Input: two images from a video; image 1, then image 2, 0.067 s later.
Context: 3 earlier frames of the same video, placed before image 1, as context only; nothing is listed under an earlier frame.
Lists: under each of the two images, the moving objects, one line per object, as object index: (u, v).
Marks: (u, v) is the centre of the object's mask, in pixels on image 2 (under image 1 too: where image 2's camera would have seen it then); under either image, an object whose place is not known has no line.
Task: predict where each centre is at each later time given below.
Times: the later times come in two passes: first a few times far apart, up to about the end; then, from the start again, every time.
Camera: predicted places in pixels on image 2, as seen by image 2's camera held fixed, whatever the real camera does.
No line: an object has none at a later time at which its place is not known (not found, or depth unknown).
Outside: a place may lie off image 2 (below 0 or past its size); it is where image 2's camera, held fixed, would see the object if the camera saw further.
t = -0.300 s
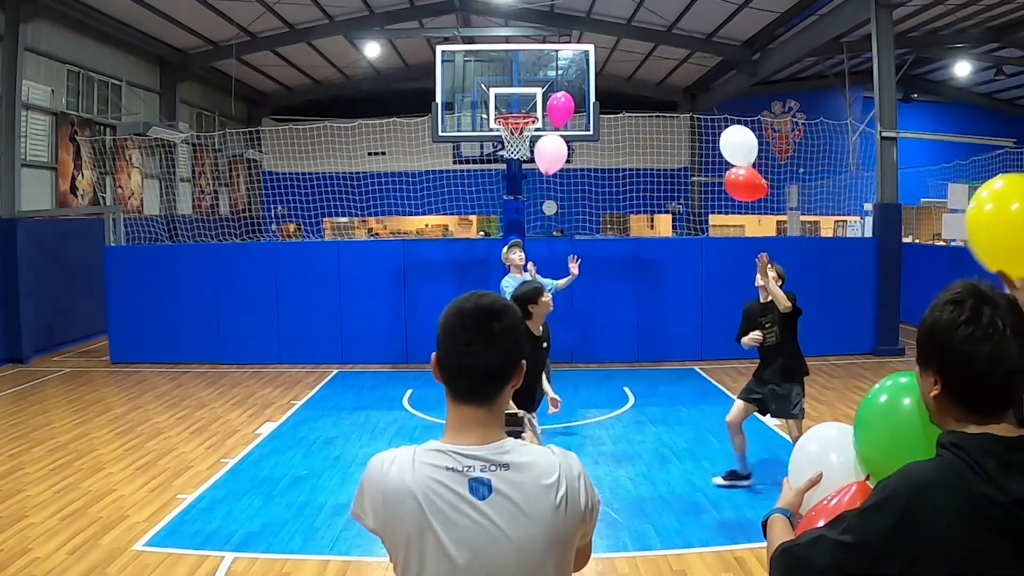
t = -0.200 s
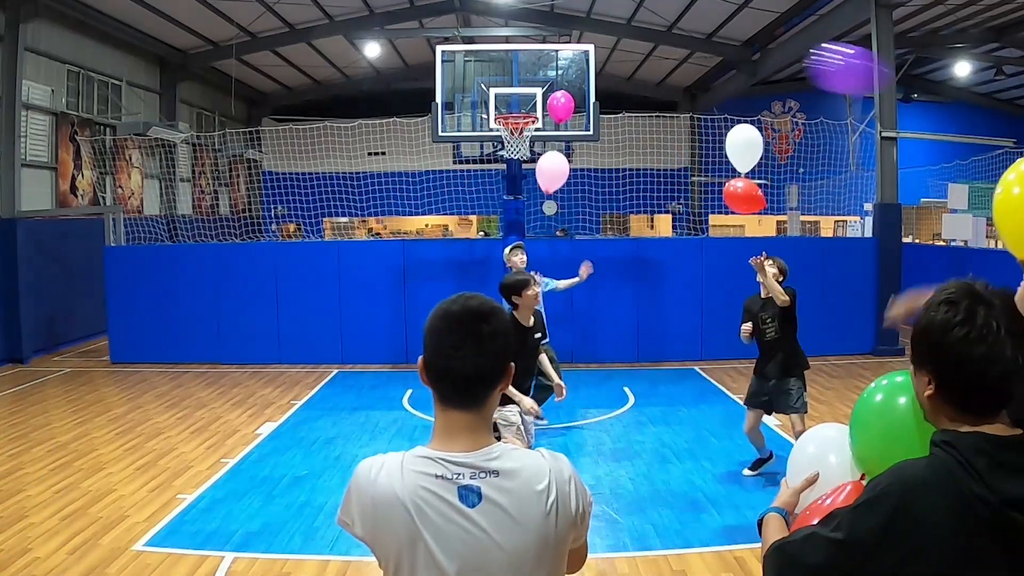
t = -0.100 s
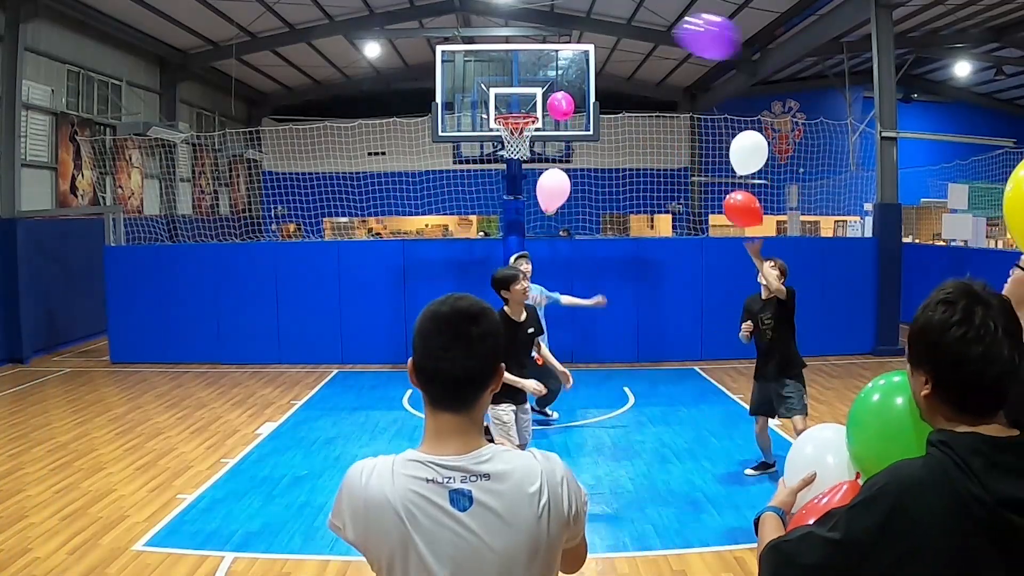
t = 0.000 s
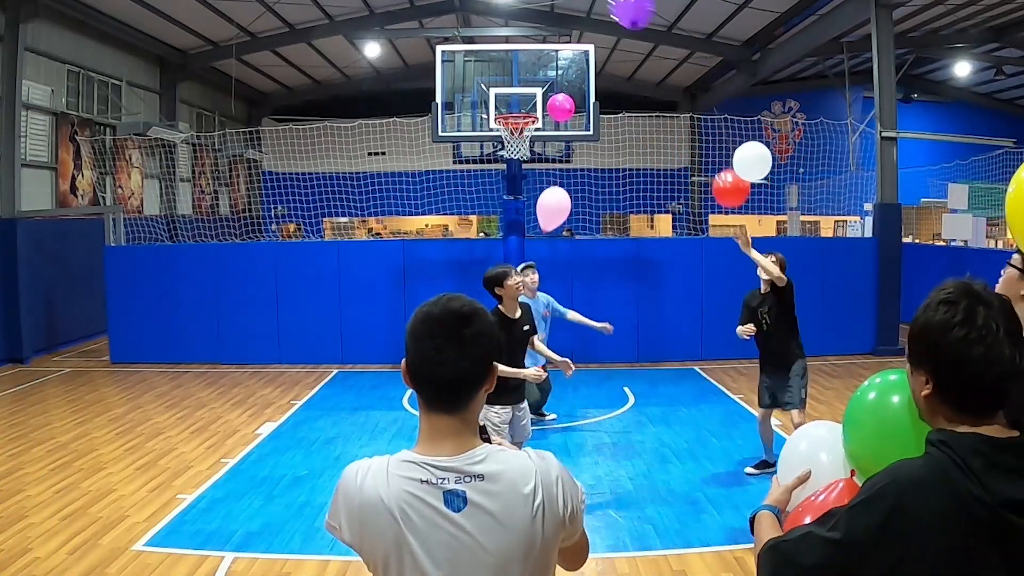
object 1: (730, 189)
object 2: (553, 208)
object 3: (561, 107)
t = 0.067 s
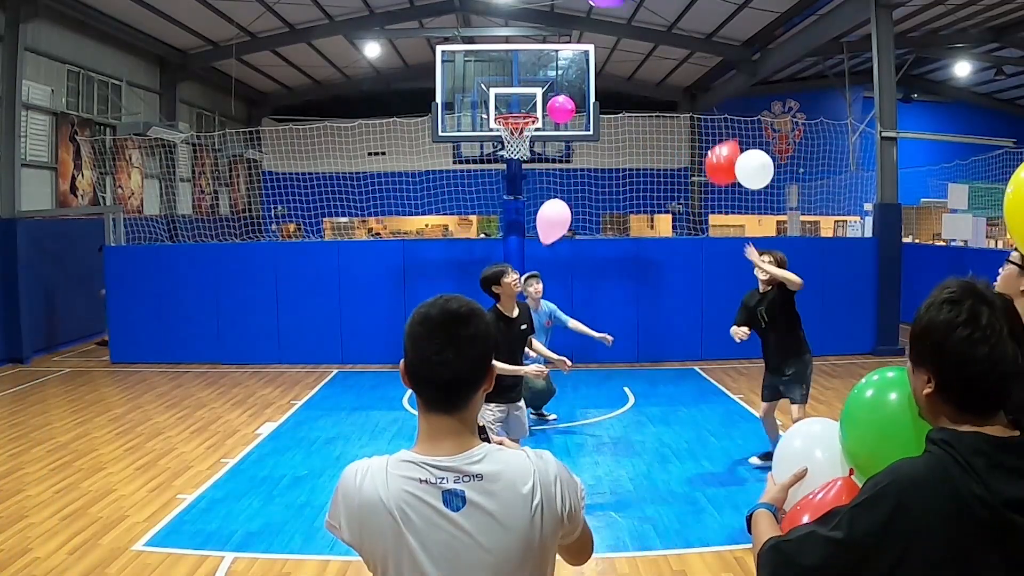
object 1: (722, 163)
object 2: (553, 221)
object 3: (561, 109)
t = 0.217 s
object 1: (712, 117)
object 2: (553, 249)
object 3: (562, 115)
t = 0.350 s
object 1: (704, 91)
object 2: (551, 275)
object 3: (563, 123)
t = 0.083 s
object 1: (722, 157)
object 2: (553, 224)
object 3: (561, 109)
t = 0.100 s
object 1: (721, 152)
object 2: (553, 227)
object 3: (561, 110)
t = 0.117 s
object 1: (719, 146)
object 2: (553, 230)
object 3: (561, 111)
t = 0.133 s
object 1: (718, 141)
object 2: (553, 233)
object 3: (561, 111)
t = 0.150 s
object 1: (717, 136)
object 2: (553, 237)
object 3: (561, 112)
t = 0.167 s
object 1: (715, 131)
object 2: (553, 240)
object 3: (561, 113)
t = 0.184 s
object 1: (714, 126)
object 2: (553, 243)
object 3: (561, 113)
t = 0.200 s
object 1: (713, 122)
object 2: (552, 246)
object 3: (562, 114)
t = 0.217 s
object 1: (712, 117)
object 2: (553, 249)
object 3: (562, 115)
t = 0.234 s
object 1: (711, 114)
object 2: (553, 252)
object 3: (562, 116)
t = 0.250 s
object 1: (710, 109)
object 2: (552, 255)
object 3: (562, 117)
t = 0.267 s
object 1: (709, 106)
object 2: (552, 259)
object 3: (562, 118)
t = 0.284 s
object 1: (708, 103)
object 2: (552, 262)
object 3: (563, 118)
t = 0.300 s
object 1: (707, 99)
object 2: (552, 265)
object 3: (563, 119)
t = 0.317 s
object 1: (706, 96)
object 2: (552, 268)
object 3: (563, 120)
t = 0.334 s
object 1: (705, 94)
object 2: (552, 272)
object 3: (563, 122)
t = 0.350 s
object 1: (704, 91)
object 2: (551, 275)
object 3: (563, 123)
